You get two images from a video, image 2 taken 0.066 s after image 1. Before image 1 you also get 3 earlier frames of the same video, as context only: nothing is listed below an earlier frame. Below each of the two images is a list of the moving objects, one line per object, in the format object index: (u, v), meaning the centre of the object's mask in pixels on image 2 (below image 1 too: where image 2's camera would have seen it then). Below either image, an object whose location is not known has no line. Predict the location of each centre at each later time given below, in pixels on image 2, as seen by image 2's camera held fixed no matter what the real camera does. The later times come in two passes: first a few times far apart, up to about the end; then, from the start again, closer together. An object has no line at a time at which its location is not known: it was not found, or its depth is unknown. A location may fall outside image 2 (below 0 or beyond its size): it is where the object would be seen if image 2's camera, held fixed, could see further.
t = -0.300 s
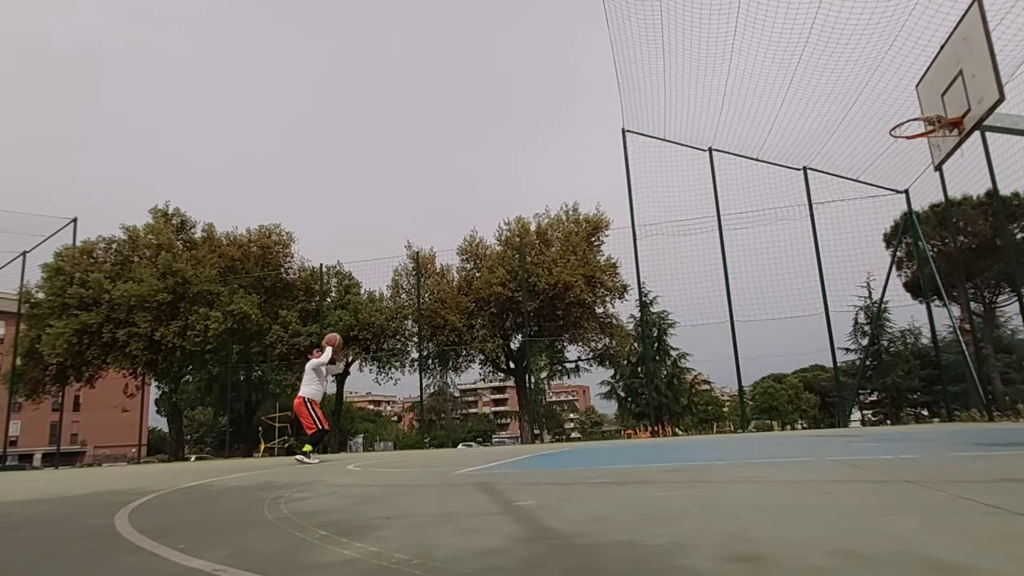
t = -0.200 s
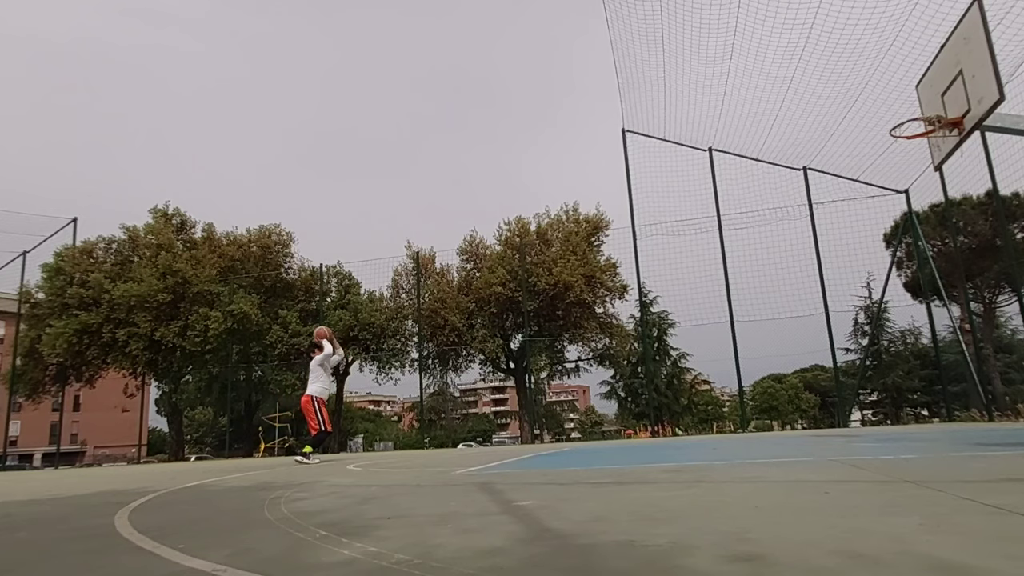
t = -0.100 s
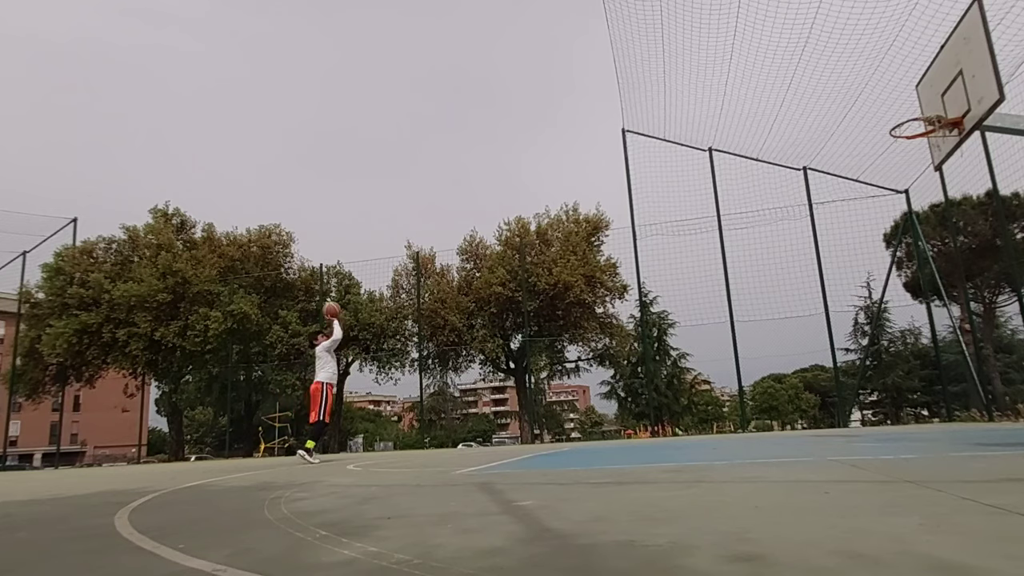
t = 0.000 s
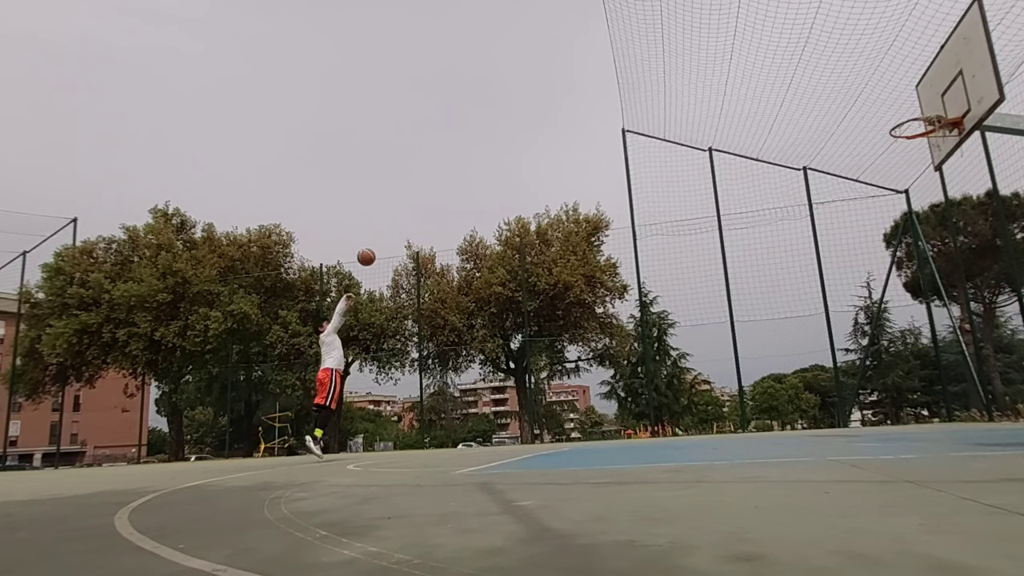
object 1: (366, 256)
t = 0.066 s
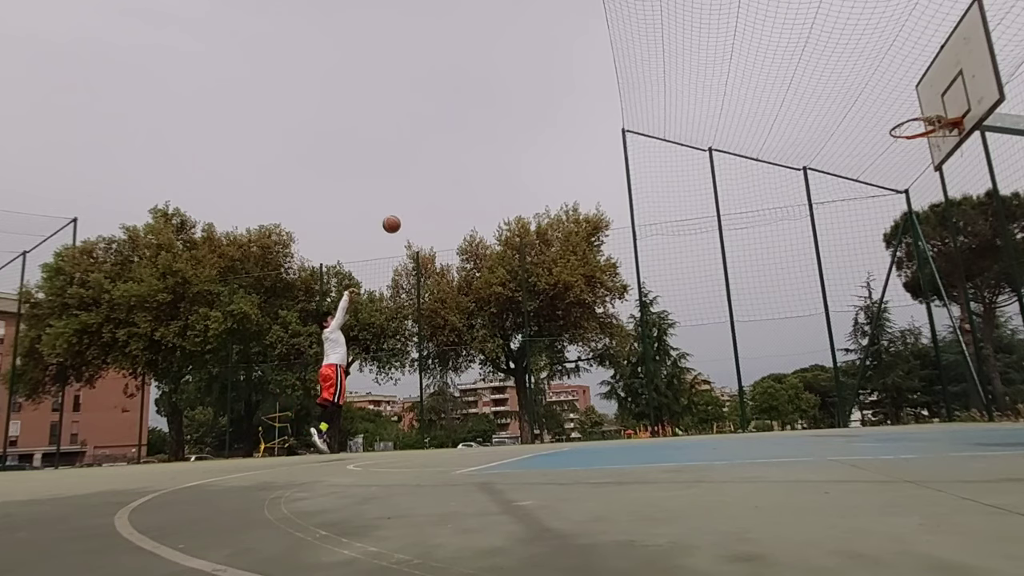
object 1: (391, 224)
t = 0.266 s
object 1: (469, 144)
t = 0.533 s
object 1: (579, 78)
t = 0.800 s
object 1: (699, 61)
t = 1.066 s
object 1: (840, 100)
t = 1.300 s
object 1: (922, 160)
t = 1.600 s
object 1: (861, 250)
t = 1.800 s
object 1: (834, 338)
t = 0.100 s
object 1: (404, 209)
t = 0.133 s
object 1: (417, 194)
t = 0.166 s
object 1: (430, 180)
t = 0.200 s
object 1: (443, 167)
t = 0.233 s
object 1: (456, 156)
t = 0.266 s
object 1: (469, 144)
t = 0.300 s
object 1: (483, 133)
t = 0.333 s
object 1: (496, 123)
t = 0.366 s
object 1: (509, 114)
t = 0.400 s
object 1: (523, 105)
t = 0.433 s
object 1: (537, 97)
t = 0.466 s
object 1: (550, 90)
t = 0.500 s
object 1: (564, 84)
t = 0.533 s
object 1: (579, 78)
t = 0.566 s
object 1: (593, 74)
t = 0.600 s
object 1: (607, 69)
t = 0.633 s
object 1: (622, 66)
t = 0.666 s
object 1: (637, 64)
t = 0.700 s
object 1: (652, 62)
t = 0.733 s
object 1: (668, 61)
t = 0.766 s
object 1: (683, 61)
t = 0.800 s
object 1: (699, 61)
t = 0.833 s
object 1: (716, 63)
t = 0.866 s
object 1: (732, 66)
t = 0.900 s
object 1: (750, 69)
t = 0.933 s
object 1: (767, 73)
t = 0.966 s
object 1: (784, 78)
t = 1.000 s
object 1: (802, 84)
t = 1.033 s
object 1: (821, 92)
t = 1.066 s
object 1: (840, 100)
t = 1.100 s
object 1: (859, 109)
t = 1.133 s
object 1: (879, 120)
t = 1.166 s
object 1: (899, 131)
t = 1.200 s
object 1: (910, 139)
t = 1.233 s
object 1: (918, 146)
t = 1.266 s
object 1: (926, 153)
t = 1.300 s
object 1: (922, 160)
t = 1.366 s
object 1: (906, 175)
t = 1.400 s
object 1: (898, 184)
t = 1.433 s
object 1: (891, 194)
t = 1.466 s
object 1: (885, 204)
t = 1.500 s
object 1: (879, 214)
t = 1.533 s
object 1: (873, 226)
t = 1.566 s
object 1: (867, 237)
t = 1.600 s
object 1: (861, 250)
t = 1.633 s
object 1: (855, 263)
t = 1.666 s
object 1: (851, 277)
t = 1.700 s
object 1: (846, 292)
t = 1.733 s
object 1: (842, 307)
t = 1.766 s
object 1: (838, 322)
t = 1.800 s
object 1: (834, 338)
